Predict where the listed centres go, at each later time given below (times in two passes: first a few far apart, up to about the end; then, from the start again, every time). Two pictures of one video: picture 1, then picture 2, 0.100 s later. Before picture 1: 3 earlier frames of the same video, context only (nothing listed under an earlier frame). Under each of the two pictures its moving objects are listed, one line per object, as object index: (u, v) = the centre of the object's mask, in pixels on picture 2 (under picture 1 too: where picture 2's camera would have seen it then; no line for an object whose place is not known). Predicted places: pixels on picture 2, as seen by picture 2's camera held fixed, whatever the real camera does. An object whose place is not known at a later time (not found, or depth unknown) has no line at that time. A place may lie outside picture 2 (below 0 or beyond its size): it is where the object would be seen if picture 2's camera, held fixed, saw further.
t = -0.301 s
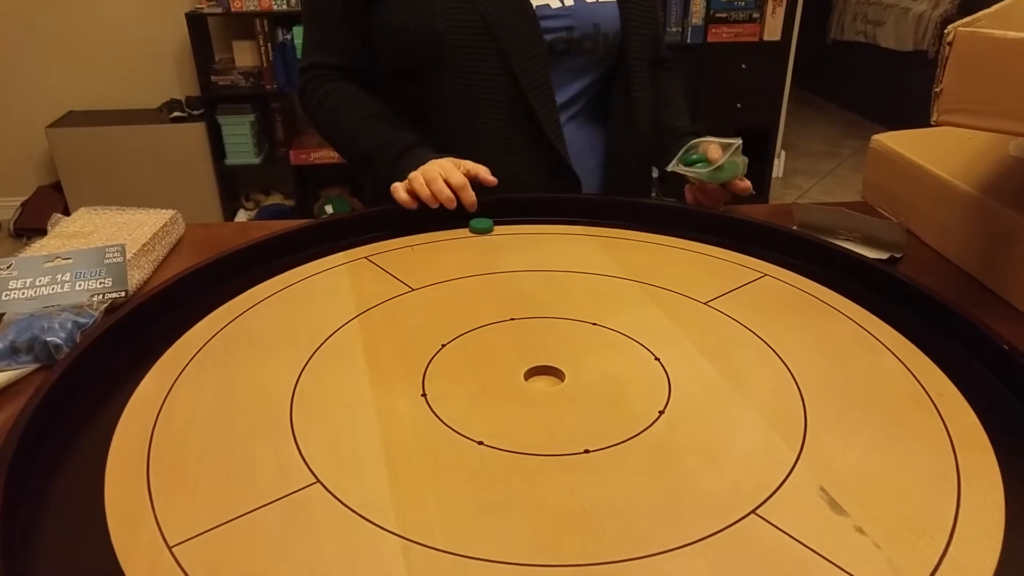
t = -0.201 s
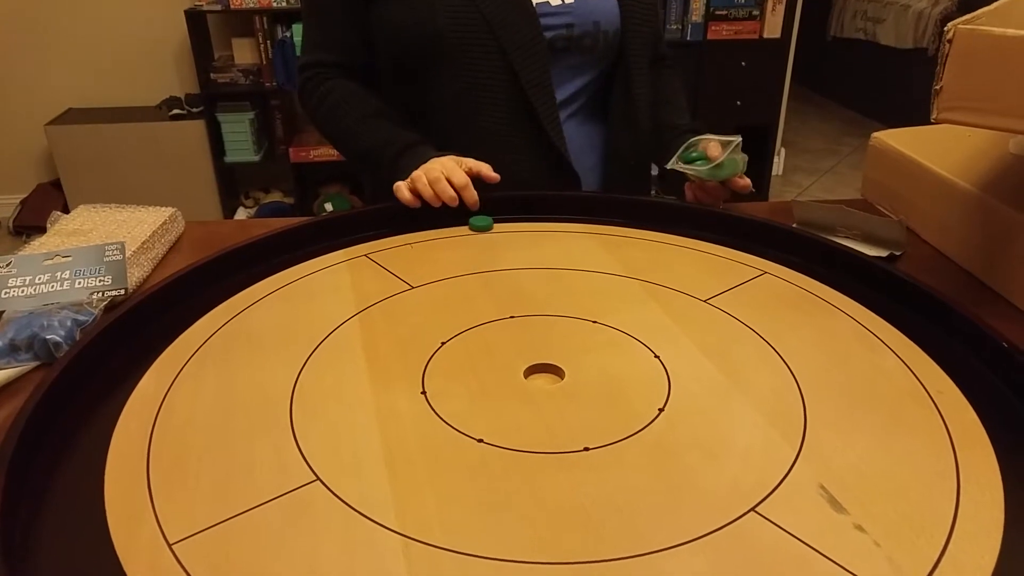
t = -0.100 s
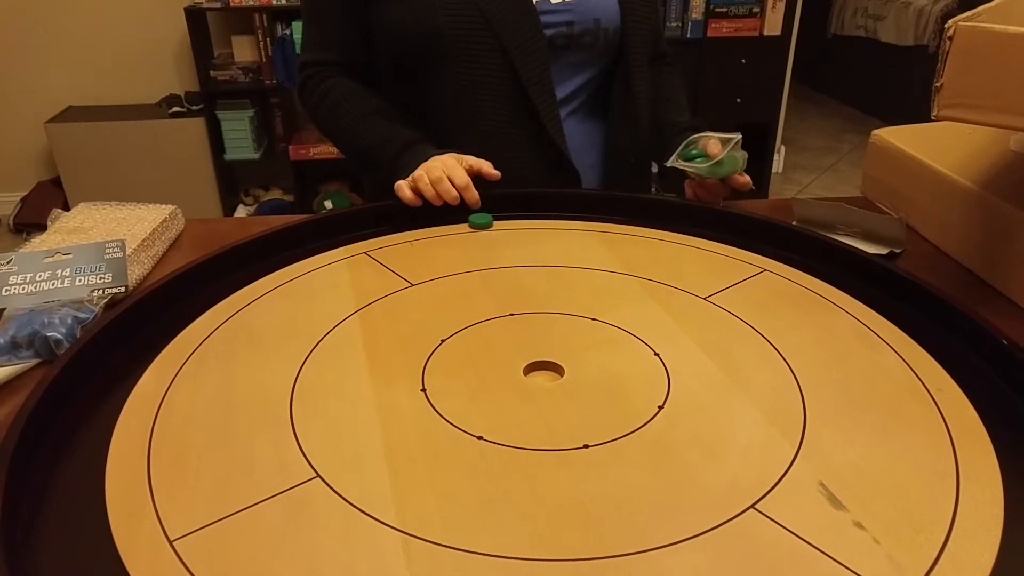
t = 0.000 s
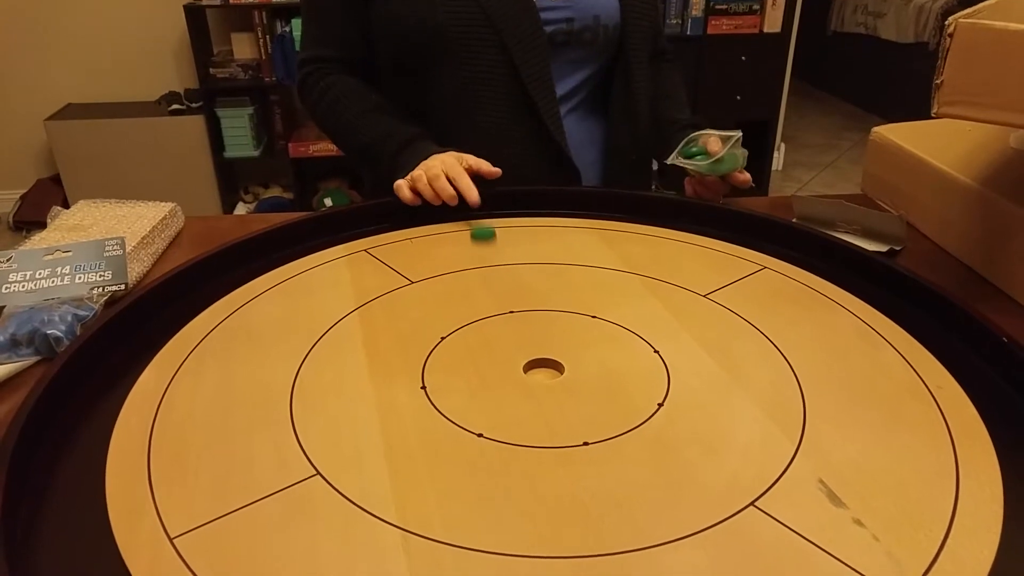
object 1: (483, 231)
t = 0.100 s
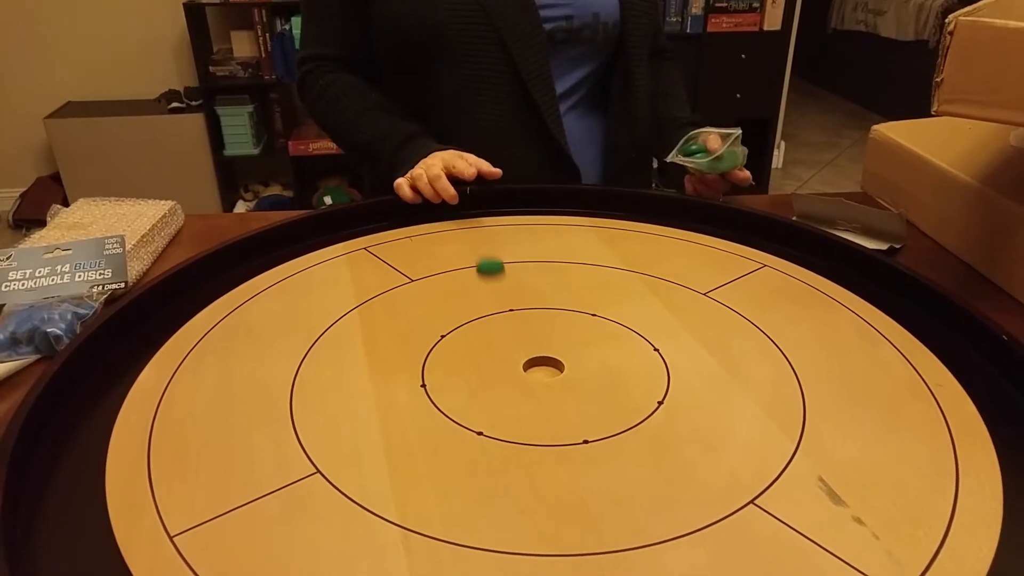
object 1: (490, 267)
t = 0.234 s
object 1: (503, 313)
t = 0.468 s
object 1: (527, 382)
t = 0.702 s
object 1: (537, 403)
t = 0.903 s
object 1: (537, 403)
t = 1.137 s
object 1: (537, 403)
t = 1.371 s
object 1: (537, 403)
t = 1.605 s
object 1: (537, 403)
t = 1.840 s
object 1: (537, 403)
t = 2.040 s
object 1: (537, 403)
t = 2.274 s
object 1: (537, 403)
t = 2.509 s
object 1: (537, 403)
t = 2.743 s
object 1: (537, 403)
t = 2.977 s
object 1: (537, 403)
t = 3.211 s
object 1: (538, 404)
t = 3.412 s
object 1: (538, 404)
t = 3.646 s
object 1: (538, 404)
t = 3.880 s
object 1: (539, 405)
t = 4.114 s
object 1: (538, 404)
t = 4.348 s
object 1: (538, 404)
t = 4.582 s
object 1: (538, 404)
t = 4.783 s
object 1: (538, 404)
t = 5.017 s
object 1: (538, 404)
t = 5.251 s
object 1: (538, 404)
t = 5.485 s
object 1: (538, 404)
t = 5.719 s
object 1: (538, 404)
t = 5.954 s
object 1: (538, 404)
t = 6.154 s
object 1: (538, 404)
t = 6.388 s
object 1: (538, 404)
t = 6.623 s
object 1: (538, 404)
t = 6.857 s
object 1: (538, 404)
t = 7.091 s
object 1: (538, 404)
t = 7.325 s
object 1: (538, 404)
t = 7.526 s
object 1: (537, 403)
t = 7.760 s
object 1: (537, 403)
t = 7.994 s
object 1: (537, 403)
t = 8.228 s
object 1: (537, 403)
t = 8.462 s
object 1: (537, 403)
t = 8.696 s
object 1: (537, 403)
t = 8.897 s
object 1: (537, 403)
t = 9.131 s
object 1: (537, 403)
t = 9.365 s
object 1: (536, 403)
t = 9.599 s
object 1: (536, 403)
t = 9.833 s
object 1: (536, 403)
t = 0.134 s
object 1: (493, 278)
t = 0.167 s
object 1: (496, 290)
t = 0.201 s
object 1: (499, 301)
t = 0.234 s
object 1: (503, 313)
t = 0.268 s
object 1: (506, 325)
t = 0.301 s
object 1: (510, 336)
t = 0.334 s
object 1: (513, 346)
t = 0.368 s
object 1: (517, 356)
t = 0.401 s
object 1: (520, 366)
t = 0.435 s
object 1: (524, 374)
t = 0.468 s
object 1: (527, 382)
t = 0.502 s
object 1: (530, 389)
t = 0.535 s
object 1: (532, 394)
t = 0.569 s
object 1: (534, 398)
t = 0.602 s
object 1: (535, 401)
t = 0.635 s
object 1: (536, 403)
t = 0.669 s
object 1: (537, 403)
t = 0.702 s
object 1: (537, 403)
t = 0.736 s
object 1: (537, 403)
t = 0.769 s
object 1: (537, 403)
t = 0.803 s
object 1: (537, 403)
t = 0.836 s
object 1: (537, 403)
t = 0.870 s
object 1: (537, 403)
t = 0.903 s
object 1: (537, 403)
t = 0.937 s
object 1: (537, 403)
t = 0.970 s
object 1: (537, 403)
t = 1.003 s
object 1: (537, 403)
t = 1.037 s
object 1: (537, 403)
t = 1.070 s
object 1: (537, 403)
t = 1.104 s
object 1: (537, 403)
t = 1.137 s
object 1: (537, 403)
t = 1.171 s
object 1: (537, 403)
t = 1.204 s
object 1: (537, 403)
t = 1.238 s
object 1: (537, 403)
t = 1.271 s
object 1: (537, 403)
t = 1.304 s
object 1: (537, 403)
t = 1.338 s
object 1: (537, 403)
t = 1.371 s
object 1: (537, 403)
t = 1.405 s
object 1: (537, 403)
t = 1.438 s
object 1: (537, 403)
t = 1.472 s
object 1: (537, 403)
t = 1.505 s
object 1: (537, 403)
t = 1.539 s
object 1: (537, 403)
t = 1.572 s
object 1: (537, 403)
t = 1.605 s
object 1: (537, 403)
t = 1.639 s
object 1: (537, 403)
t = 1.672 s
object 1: (537, 403)
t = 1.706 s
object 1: (537, 403)
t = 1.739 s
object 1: (537, 403)
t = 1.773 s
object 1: (537, 403)
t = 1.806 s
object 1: (537, 403)
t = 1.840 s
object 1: (537, 403)
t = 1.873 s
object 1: (537, 403)
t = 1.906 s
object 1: (537, 403)
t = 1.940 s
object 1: (537, 403)
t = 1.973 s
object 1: (537, 403)
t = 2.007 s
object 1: (537, 403)
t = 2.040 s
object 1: (537, 403)
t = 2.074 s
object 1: (537, 403)
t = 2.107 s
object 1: (537, 403)
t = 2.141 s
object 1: (537, 403)
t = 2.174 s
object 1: (537, 403)
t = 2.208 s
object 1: (537, 403)
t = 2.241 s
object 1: (537, 403)
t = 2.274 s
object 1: (537, 403)
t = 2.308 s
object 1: (537, 403)
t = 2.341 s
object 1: (537, 403)
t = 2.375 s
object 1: (537, 403)
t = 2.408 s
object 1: (537, 403)
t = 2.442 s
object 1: (537, 403)
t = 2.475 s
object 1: (537, 403)
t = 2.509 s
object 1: (537, 403)
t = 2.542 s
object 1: (537, 403)
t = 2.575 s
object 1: (537, 403)
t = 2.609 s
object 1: (537, 403)
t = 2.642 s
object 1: (537, 403)
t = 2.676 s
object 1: (537, 403)
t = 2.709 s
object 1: (537, 403)
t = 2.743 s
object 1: (537, 403)
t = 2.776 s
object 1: (537, 403)
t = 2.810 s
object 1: (537, 403)
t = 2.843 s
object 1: (537, 403)
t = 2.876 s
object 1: (537, 403)
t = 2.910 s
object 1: (537, 403)
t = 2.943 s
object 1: (537, 404)
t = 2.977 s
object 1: (537, 403)
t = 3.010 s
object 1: (538, 403)
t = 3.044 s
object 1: (538, 403)
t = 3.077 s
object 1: (538, 404)
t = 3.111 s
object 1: (538, 404)
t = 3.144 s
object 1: (538, 404)
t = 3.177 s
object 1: (538, 404)
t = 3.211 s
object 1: (538, 404)
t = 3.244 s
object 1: (538, 404)
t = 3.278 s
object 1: (538, 404)
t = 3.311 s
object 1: (538, 404)
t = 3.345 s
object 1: (538, 404)
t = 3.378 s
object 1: (538, 404)
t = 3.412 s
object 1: (538, 404)
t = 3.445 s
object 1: (538, 404)
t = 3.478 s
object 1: (538, 404)
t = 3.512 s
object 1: (538, 404)
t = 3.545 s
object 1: (538, 404)
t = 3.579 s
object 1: (538, 404)
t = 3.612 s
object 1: (538, 404)
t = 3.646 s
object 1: (538, 404)
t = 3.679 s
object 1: (538, 404)
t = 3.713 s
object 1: (538, 404)
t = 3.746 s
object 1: (538, 404)
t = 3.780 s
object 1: (538, 404)
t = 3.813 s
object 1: (539, 404)
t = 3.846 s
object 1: (539, 404)
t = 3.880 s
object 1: (539, 405)
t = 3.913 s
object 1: (538, 405)
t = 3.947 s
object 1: (539, 404)
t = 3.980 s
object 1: (539, 404)
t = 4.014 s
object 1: (538, 404)
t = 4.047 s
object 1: (538, 404)
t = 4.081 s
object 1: (538, 404)
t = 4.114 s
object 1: (538, 404)
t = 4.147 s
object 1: (538, 404)
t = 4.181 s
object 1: (538, 404)
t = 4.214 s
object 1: (538, 404)
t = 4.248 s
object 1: (538, 404)
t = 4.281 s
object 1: (538, 404)
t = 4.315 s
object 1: (538, 404)
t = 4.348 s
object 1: (538, 404)
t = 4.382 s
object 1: (538, 404)
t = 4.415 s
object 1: (538, 404)
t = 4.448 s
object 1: (538, 404)
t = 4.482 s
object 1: (538, 404)
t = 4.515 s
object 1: (538, 404)
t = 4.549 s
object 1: (538, 404)
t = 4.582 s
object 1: (538, 404)
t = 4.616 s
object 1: (538, 404)
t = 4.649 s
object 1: (538, 404)
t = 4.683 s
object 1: (538, 404)
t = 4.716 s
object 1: (538, 404)
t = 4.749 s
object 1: (538, 404)
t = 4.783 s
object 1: (538, 404)
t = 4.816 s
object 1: (538, 404)
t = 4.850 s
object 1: (538, 404)
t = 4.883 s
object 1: (538, 404)
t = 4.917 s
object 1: (538, 404)
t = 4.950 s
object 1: (538, 404)
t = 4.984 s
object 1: (538, 404)
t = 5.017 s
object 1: (538, 404)
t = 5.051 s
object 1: (538, 404)
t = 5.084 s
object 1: (538, 404)
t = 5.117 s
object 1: (538, 404)
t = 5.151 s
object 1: (538, 404)
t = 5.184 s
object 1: (538, 404)
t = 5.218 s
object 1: (538, 404)
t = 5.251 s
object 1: (538, 404)
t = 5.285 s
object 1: (538, 404)
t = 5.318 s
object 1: (538, 404)
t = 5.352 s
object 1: (538, 404)
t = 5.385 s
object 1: (538, 404)
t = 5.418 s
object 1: (538, 404)
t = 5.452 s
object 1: (538, 404)
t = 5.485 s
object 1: (538, 404)
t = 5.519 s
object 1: (538, 404)
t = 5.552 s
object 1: (538, 404)
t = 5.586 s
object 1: (538, 404)
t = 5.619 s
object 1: (538, 404)
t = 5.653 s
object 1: (538, 404)
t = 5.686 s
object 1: (538, 404)
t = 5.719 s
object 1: (538, 404)
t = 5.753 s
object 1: (538, 404)
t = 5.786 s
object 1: (538, 404)
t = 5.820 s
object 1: (538, 404)
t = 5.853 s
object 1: (538, 404)
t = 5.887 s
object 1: (538, 404)
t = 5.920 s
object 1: (538, 404)
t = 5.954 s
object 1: (538, 404)
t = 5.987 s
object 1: (538, 404)
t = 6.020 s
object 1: (538, 404)
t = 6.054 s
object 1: (538, 404)
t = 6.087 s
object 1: (538, 404)
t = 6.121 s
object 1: (538, 404)
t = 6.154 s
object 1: (538, 404)
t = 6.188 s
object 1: (538, 404)
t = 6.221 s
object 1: (538, 404)
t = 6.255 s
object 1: (538, 404)
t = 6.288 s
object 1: (538, 404)
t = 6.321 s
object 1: (538, 404)
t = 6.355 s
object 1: (538, 404)
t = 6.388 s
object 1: (538, 404)
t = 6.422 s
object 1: (538, 404)
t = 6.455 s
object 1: (538, 404)
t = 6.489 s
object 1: (538, 404)
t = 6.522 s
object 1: (538, 404)
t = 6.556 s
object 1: (538, 404)
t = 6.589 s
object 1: (538, 404)
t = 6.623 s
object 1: (538, 404)
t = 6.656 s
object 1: (538, 404)
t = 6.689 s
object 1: (538, 404)
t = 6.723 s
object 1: (538, 404)
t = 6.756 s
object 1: (538, 404)
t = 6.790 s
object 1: (538, 404)
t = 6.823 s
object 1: (538, 404)
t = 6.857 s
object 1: (538, 404)
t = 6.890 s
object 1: (538, 404)
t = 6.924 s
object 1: (538, 404)
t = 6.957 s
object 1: (538, 404)
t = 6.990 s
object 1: (538, 404)
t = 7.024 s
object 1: (538, 404)
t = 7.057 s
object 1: (538, 404)
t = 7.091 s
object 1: (538, 404)
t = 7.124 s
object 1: (538, 404)
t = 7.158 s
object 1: (538, 404)
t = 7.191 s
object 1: (538, 404)
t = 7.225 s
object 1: (538, 404)
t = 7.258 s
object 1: (538, 404)
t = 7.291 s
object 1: (538, 404)
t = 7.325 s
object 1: (538, 404)
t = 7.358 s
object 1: (537, 404)
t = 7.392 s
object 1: (537, 404)
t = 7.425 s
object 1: (537, 403)
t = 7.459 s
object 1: (537, 403)
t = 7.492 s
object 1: (537, 403)
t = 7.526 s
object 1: (537, 403)
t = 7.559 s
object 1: (537, 403)
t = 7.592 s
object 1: (537, 403)
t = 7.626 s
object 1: (537, 403)
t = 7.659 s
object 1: (537, 403)
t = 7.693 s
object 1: (537, 403)
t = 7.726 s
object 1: (537, 403)
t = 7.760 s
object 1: (537, 403)
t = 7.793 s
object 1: (537, 403)
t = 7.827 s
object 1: (537, 403)
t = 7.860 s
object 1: (537, 403)
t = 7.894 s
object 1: (537, 403)
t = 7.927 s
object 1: (537, 403)
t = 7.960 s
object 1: (537, 403)
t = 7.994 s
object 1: (537, 403)
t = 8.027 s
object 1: (537, 403)
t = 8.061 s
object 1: (537, 403)
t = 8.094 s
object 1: (537, 403)
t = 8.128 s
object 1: (537, 403)
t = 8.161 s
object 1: (537, 403)
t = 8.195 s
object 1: (537, 403)
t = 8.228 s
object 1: (537, 403)
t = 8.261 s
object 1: (537, 403)
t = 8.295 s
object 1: (537, 403)
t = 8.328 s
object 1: (537, 403)
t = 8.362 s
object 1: (537, 403)
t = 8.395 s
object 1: (537, 403)
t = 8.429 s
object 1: (537, 403)
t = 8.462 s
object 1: (537, 403)
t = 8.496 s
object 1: (537, 403)
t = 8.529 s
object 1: (537, 403)
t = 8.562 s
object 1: (537, 403)
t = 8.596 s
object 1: (537, 403)
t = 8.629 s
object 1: (537, 403)
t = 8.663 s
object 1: (537, 403)
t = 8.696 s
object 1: (537, 403)
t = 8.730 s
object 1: (537, 403)
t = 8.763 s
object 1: (537, 403)
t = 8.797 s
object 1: (537, 403)
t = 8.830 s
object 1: (537, 403)
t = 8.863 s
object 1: (537, 403)
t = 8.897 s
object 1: (537, 403)
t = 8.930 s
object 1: (537, 403)
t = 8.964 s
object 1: (537, 403)
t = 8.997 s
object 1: (537, 403)
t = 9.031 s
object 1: (537, 403)
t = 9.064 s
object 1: (537, 403)
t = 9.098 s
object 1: (537, 403)
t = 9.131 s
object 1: (537, 403)
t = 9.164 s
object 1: (537, 403)
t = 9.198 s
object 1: (536, 403)
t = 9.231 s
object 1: (536, 403)
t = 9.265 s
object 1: (537, 403)
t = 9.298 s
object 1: (536, 403)
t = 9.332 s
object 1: (536, 403)
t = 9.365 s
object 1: (536, 403)
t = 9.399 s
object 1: (536, 403)
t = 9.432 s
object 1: (537, 403)
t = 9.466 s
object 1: (537, 403)
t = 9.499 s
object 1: (537, 403)
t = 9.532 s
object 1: (537, 403)
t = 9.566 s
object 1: (537, 403)
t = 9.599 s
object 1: (536, 403)
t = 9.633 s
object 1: (536, 403)
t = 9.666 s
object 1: (536, 403)
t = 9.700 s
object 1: (536, 403)
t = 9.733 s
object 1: (537, 403)
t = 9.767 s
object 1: (536, 403)
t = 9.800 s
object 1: (536, 403)
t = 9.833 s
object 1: (536, 403)
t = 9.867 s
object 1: (536, 403)
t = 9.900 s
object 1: (536, 403)
